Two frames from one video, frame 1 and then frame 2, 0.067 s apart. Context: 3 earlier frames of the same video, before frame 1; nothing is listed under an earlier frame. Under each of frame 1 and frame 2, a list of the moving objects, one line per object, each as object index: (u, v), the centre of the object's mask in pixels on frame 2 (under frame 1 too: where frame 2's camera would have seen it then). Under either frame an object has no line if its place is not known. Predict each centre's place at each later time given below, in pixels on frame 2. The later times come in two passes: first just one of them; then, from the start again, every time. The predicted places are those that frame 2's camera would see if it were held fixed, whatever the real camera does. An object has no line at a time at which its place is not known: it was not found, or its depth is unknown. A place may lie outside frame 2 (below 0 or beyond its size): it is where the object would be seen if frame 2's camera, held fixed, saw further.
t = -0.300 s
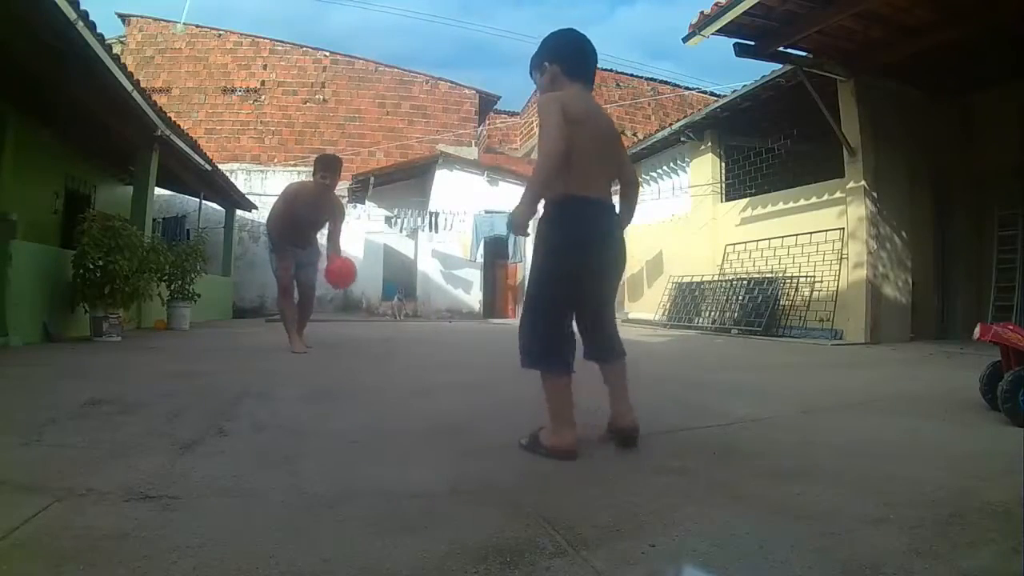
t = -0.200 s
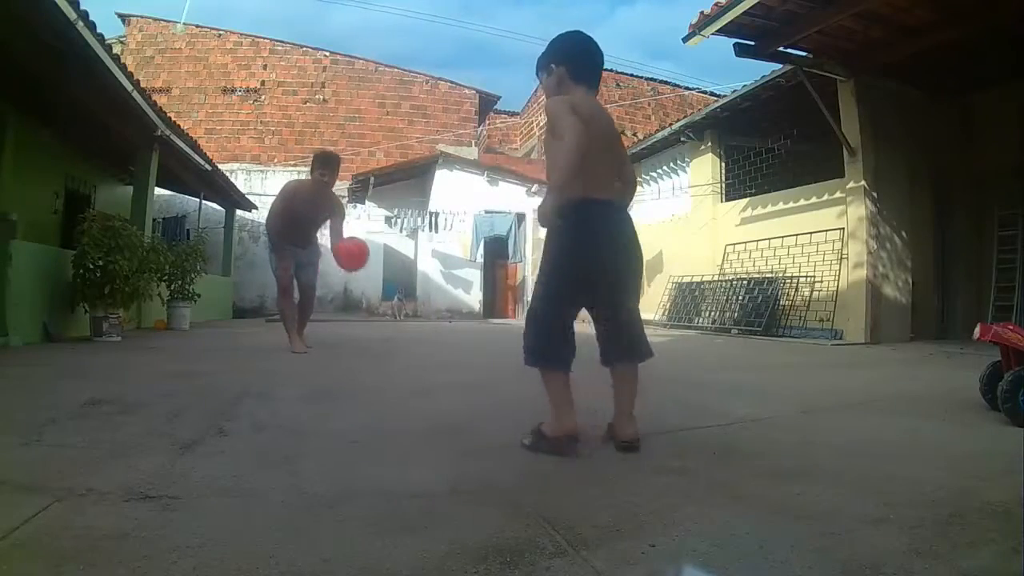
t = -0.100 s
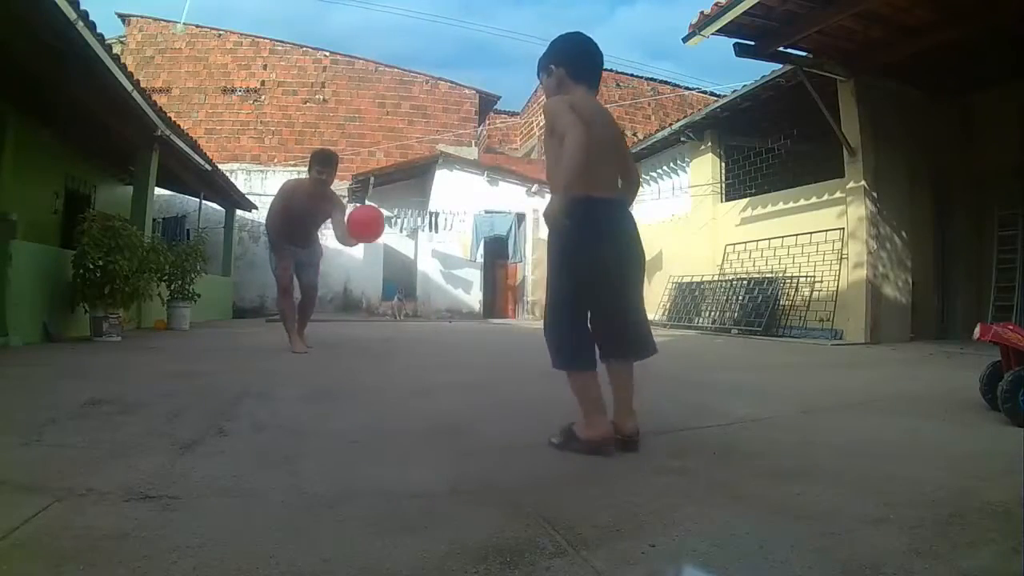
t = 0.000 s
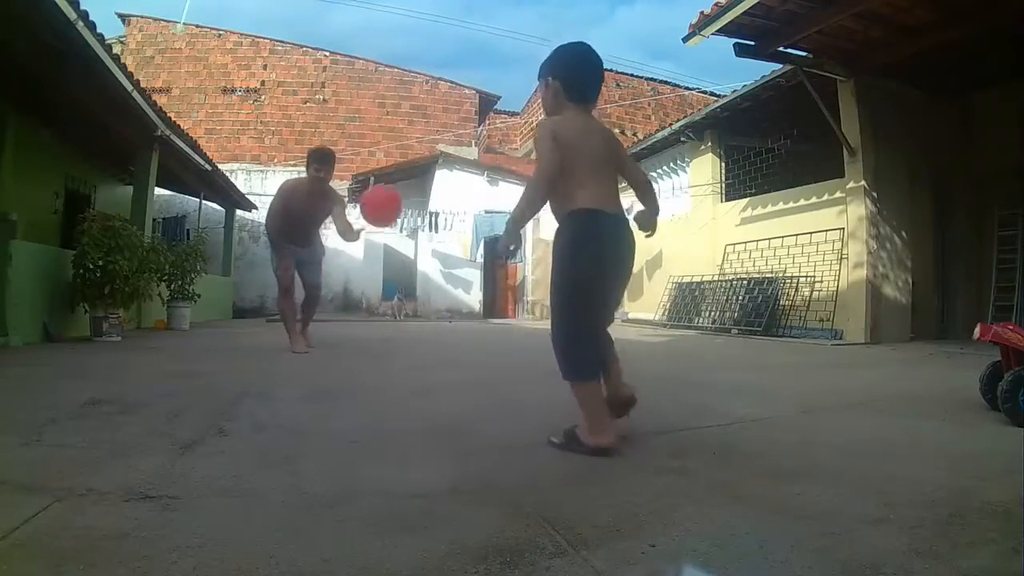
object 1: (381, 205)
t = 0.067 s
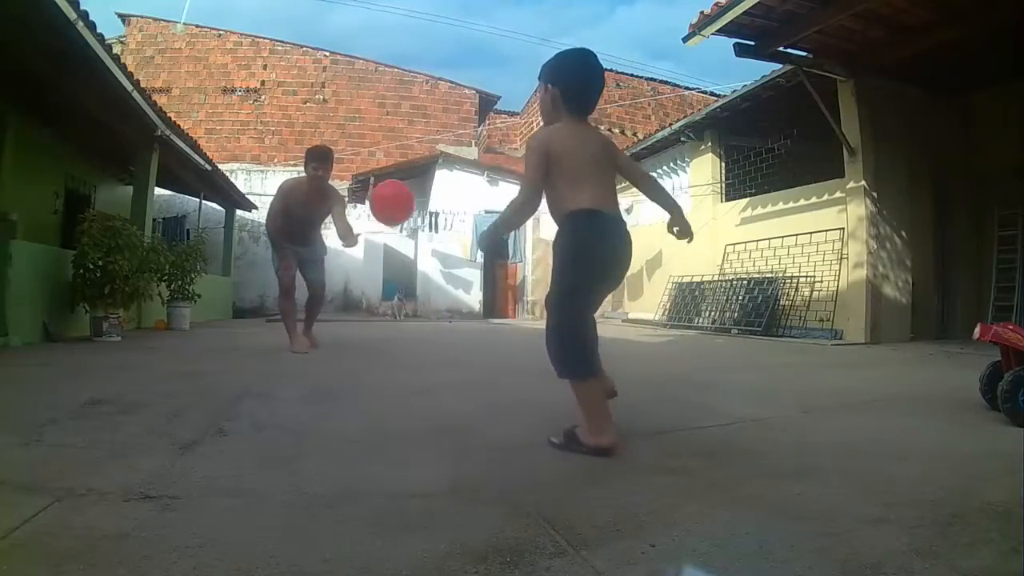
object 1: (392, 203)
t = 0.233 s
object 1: (426, 239)
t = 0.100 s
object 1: (398, 204)
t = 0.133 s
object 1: (403, 210)
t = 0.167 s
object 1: (411, 216)
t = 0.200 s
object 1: (418, 226)
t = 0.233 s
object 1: (426, 239)
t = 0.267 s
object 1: (434, 258)
